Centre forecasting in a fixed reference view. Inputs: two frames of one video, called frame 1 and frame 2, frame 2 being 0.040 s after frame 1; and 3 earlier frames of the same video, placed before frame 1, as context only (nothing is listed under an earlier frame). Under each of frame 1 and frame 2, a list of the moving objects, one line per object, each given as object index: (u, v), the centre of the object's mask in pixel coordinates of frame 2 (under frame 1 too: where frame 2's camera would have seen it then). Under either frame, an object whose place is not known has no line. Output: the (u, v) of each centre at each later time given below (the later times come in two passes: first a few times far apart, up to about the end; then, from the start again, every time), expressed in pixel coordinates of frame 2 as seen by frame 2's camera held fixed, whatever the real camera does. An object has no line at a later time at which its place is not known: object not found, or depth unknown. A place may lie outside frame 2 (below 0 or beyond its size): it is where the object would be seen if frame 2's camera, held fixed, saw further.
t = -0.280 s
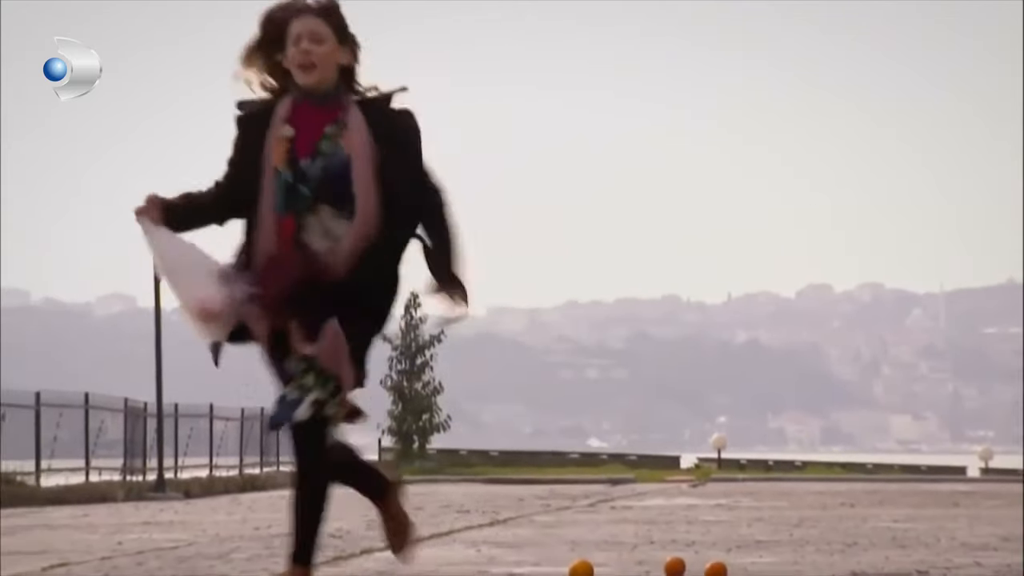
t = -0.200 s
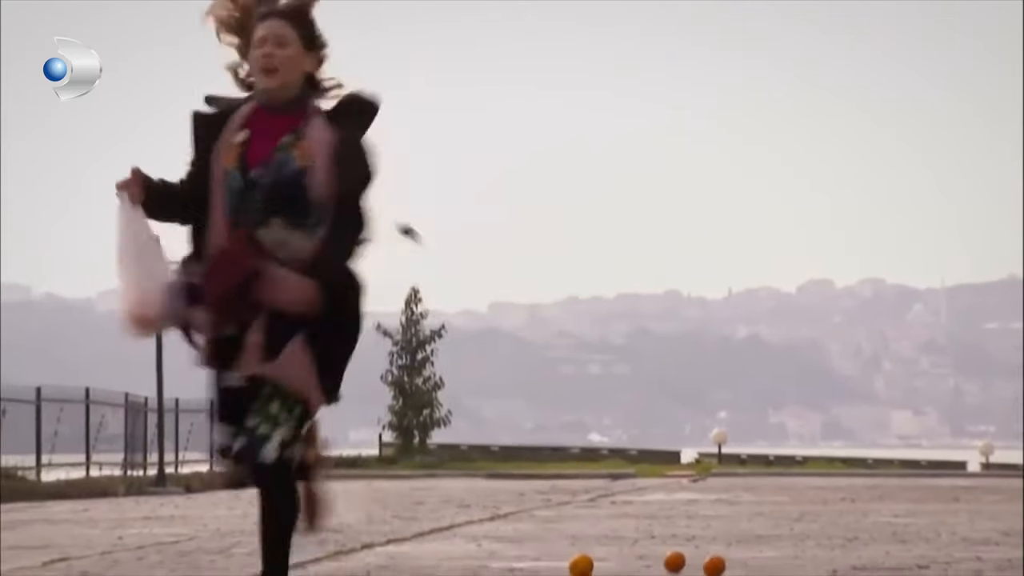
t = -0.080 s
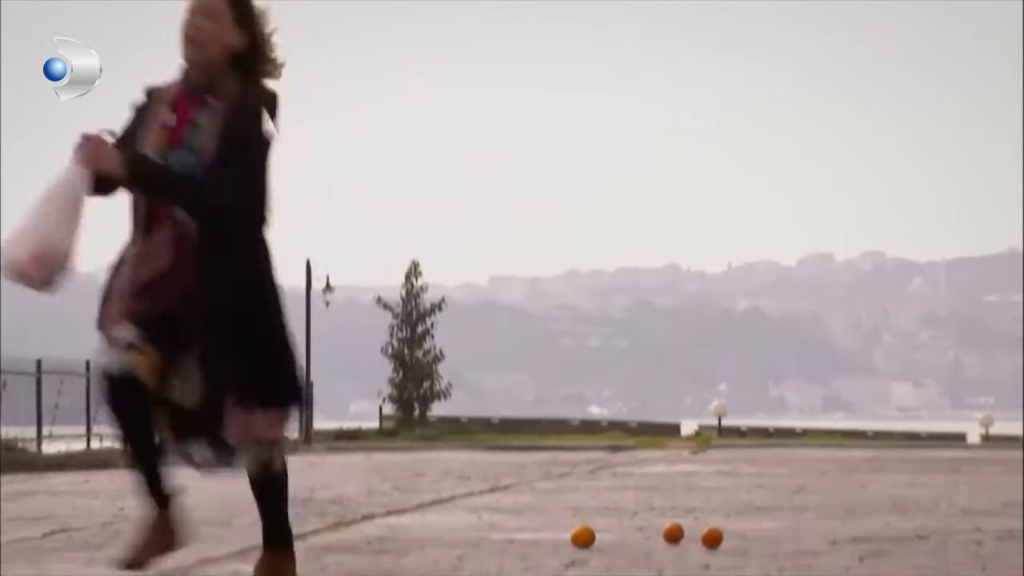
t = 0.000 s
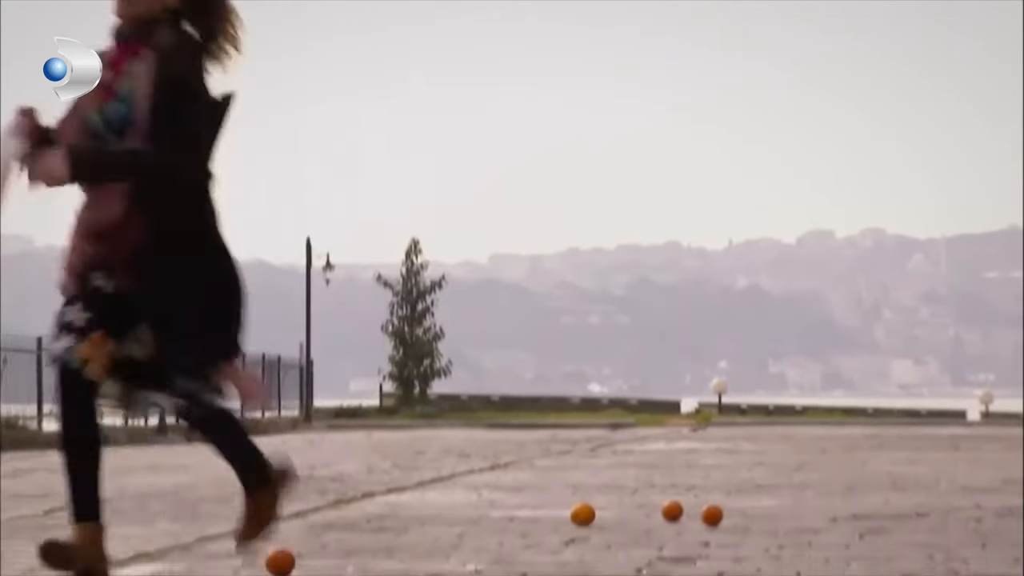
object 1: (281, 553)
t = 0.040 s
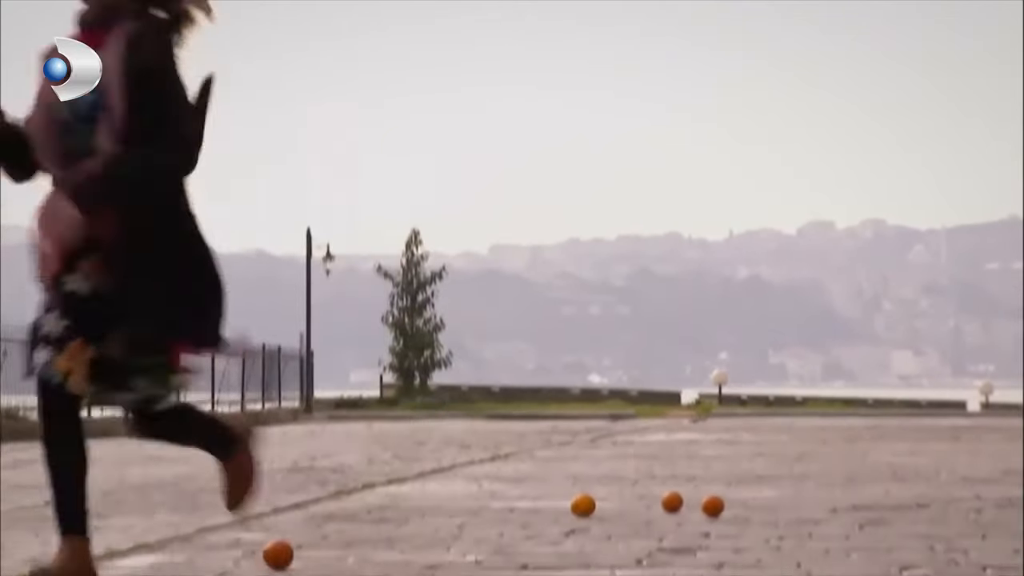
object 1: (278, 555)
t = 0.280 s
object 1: (261, 560)
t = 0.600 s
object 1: (232, 568)
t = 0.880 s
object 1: (201, 571)
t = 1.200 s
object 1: (163, 577)
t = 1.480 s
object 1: (127, 582)
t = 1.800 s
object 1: (72, 589)
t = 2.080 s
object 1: (17, 593)
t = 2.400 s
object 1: (-43, 597)
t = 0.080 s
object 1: (275, 555)
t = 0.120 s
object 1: (273, 555)
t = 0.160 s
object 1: (270, 557)
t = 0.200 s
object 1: (267, 557)
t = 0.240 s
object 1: (264, 559)
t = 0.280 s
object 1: (261, 560)
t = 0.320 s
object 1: (258, 560)
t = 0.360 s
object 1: (254, 561)
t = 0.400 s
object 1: (251, 562)
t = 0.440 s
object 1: (247, 563)
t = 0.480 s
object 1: (243, 564)
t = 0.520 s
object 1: (239, 565)
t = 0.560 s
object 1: (236, 566)
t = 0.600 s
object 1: (232, 568)
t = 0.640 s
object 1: (228, 566)
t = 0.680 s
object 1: (224, 568)
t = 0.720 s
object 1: (218, 570)
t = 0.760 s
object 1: (214, 571)
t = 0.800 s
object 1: (209, 572)
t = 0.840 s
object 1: (204, 572)
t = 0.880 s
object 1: (201, 571)
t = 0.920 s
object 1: (196, 573)
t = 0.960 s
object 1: (191, 574)
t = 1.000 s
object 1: (186, 575)
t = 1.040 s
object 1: (182, 575)
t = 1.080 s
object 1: (177, 577)
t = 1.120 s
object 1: (173, 577)
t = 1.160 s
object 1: (168, 577)
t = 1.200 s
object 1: (163, 577)
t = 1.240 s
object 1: (158, 579)
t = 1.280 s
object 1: (152, 580)
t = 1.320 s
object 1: (147, 580)
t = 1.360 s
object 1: (143, 581)
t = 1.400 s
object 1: (137, 582)
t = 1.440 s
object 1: (132, 581)
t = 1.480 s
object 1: (127, 582)
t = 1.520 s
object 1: (120, 583)
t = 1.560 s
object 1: (114, 584)
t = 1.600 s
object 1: (107, 585)
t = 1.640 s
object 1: (101, 586)
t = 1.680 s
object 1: (93, 587)
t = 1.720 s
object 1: (86, 588)
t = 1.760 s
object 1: (79, 589)
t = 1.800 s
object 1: (72, 589)
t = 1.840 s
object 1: (65, 589)
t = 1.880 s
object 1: (57, 590)
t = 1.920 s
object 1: (50, 591)
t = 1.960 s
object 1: (42, 591)
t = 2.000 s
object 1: (33, 592)
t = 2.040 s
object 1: (25, 592)
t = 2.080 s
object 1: (17, 593)
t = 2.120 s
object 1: (10, 594)
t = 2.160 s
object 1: (3, 594)
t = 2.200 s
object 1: (-5, 595)
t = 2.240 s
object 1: (-13, 596)
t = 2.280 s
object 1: (-21, 596)
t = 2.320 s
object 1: (-29, 597)
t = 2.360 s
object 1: (-37, 597)
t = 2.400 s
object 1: (-43, 597)
